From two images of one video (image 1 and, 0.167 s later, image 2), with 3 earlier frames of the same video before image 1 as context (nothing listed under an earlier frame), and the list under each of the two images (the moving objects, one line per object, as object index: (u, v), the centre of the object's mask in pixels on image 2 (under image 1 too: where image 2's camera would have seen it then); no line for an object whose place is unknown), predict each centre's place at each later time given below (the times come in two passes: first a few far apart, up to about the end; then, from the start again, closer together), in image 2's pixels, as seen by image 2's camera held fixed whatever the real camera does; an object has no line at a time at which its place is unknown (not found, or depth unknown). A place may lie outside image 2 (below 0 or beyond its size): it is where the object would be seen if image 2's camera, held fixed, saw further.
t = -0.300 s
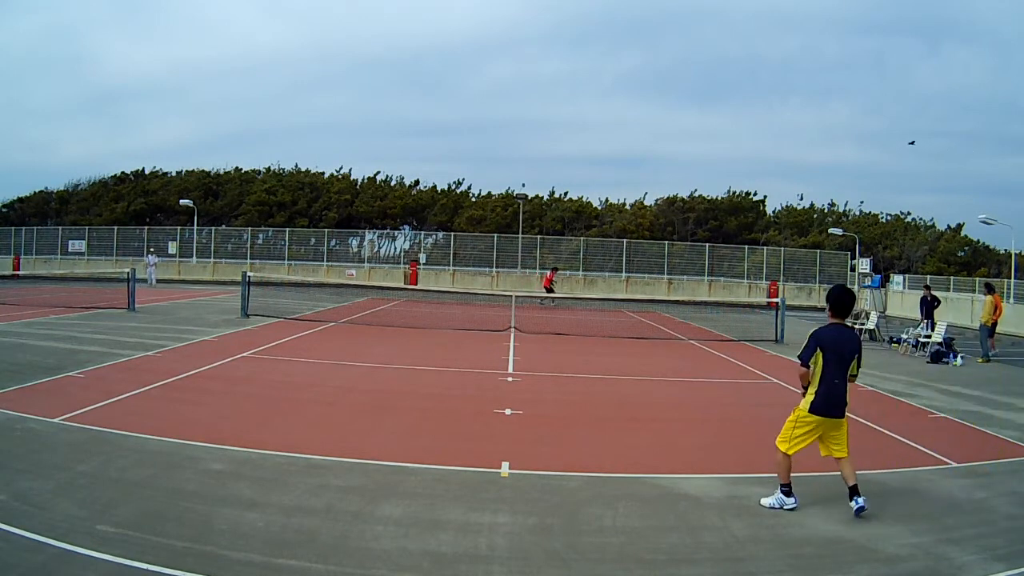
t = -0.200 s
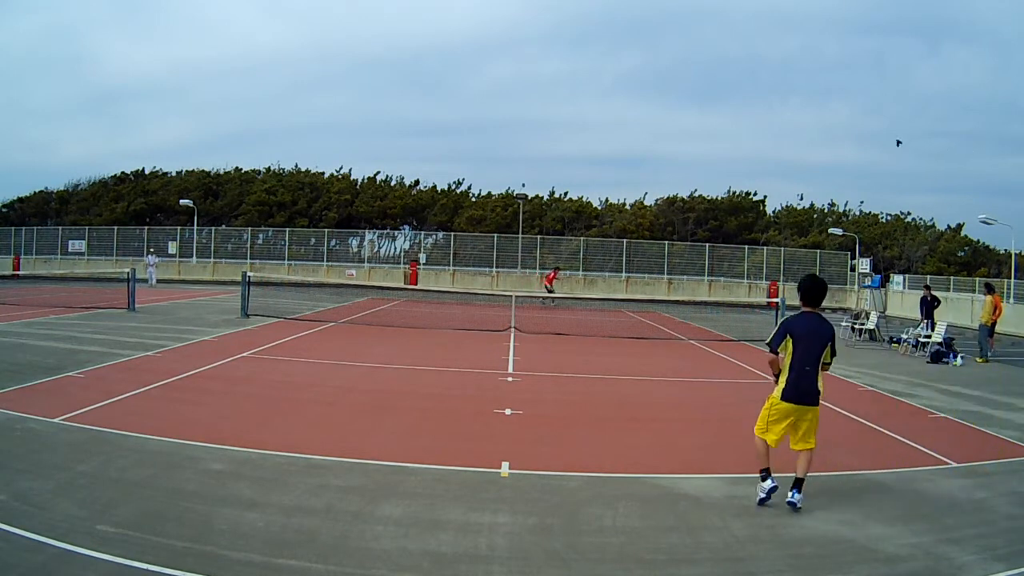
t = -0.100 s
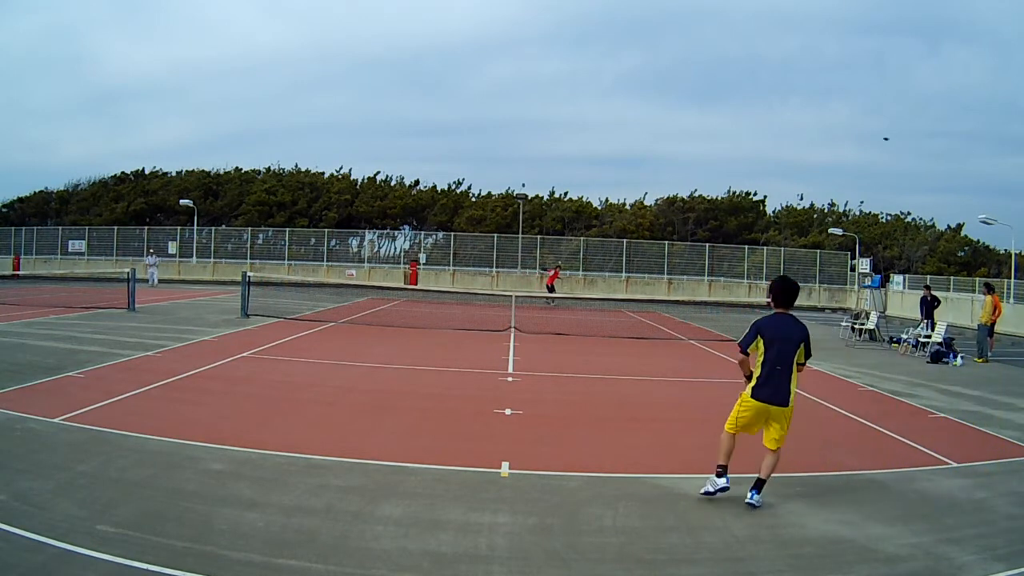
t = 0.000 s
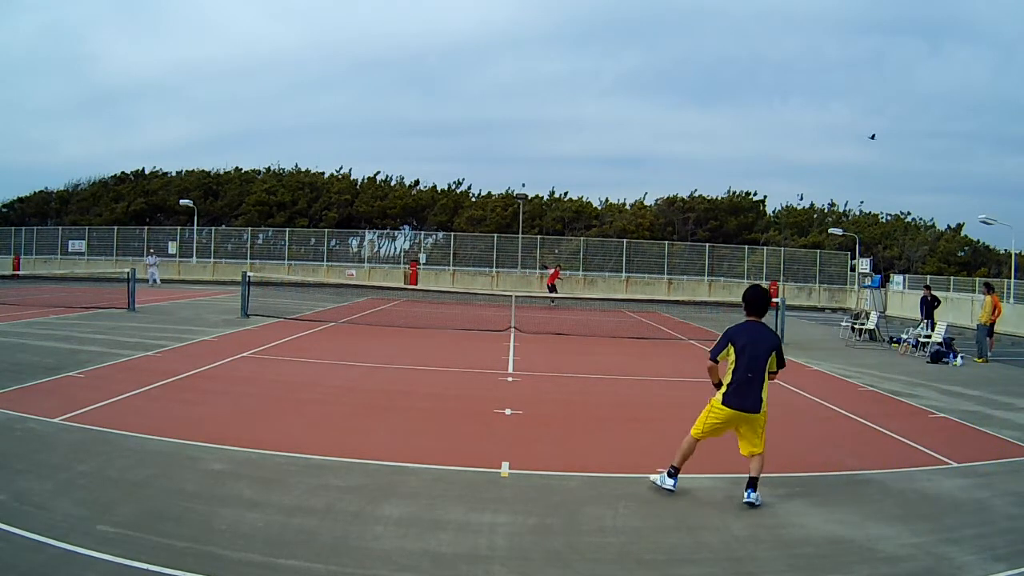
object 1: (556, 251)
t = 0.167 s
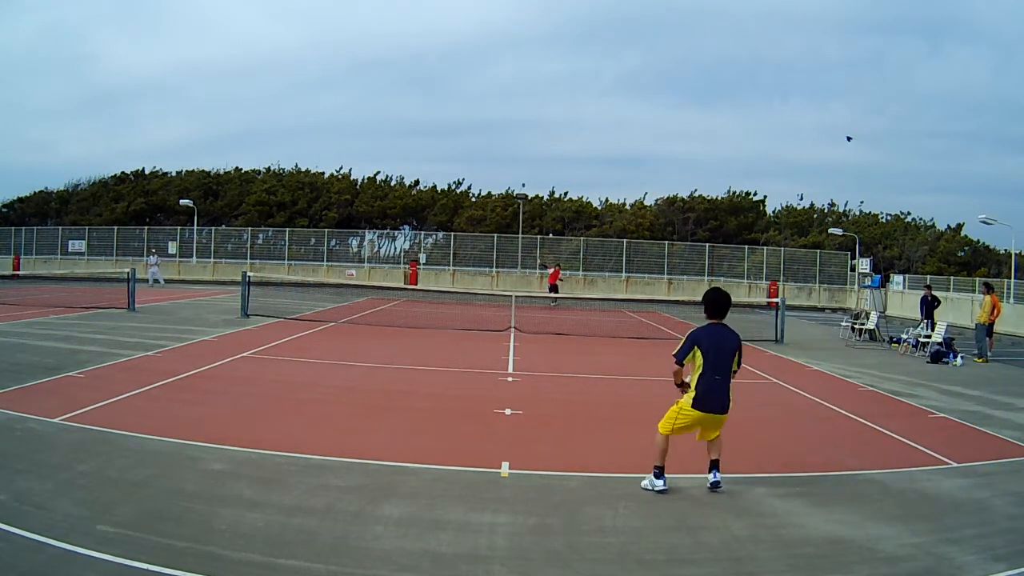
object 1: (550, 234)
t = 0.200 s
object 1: (549, 232)
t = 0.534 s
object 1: (535, 222)
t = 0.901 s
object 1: (511, 278)
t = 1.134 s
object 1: (483, 414)
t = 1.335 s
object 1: (469, 400)
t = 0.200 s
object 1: (549, 232)
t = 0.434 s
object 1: (540, 221)
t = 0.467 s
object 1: (538, 221)
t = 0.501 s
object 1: (537, 221)
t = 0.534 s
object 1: (535, 222)
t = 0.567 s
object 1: (533, 223)
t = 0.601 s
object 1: (532, 225)
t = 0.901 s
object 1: (511, 278)
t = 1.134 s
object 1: (483, 414)
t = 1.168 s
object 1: (477, 445)
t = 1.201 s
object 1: (476, 435)
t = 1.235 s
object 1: (474, 425)
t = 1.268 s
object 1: (473, 416)
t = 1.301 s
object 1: (471, 408)
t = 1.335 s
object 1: (469, 400)
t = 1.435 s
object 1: (462, 384)
